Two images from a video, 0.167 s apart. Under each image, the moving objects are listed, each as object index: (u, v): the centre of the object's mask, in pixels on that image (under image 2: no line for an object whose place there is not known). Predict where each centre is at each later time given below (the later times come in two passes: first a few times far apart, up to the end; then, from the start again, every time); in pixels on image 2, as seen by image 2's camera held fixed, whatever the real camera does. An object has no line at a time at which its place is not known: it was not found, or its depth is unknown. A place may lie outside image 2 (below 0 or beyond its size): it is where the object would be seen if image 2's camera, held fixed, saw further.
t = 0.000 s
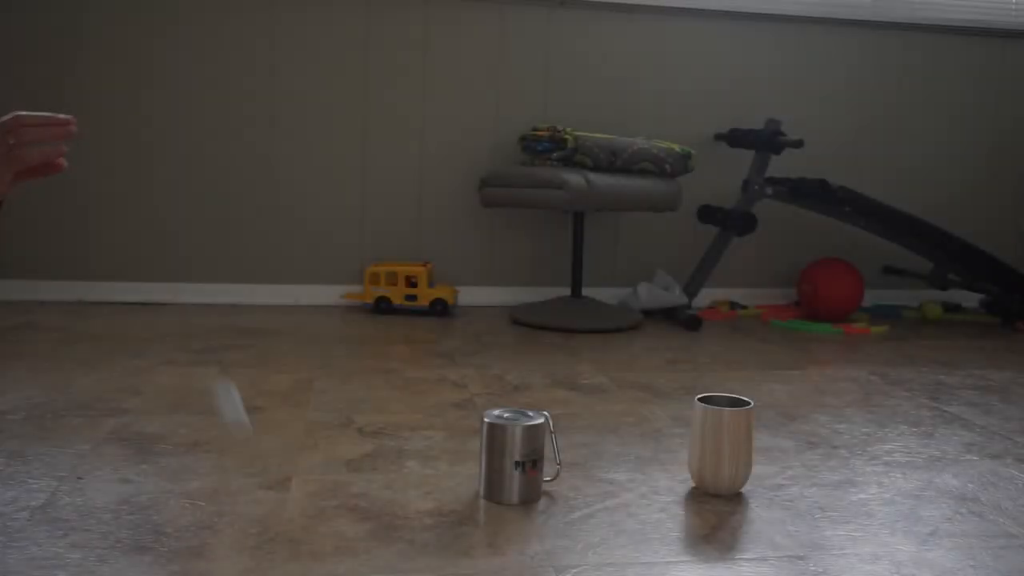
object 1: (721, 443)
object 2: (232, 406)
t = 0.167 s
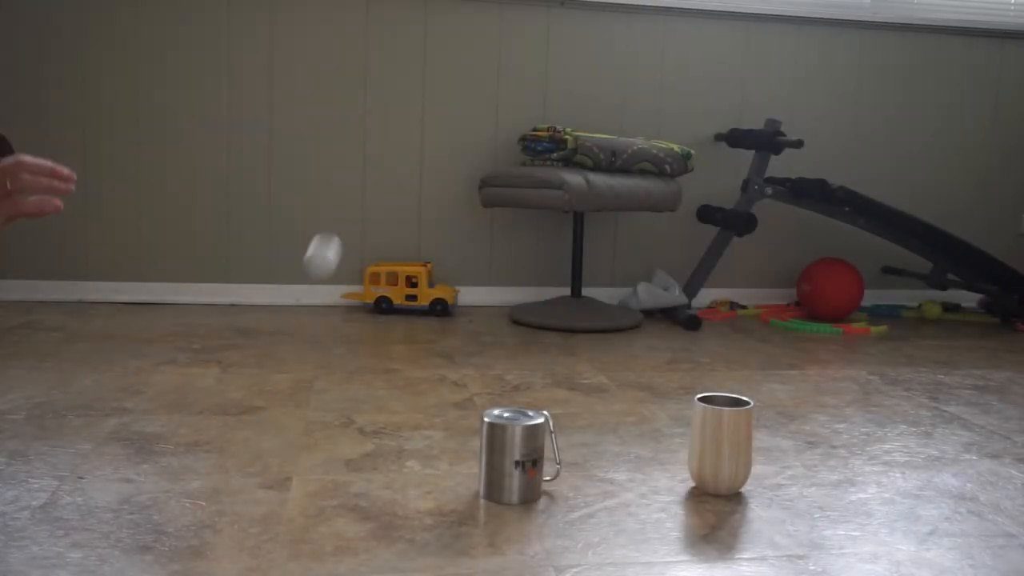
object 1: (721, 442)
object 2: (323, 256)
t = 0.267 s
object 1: (720, 443)
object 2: (376, 171)
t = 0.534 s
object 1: (720, 443)
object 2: (512, 318)
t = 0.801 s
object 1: (720, 443)
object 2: (637, 256)
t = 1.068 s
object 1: (719, 439)
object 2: (728, 384)
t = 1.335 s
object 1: (717, 435)
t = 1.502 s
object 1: (710, 434)
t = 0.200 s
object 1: (721, 442)
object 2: (340, 220)
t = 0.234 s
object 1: (721, 443)
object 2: (358, 192)
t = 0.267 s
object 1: (720, 443)
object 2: (376, 171)
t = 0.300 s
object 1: (720, 442)
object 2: (394, 159)
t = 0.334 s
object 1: (720, 442)
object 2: (411, 155)
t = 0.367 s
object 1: (720, 442)
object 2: (428, 161)
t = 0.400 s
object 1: (720, 442)
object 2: (445, 175)
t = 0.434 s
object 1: (720, 443)
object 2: (463, 198)
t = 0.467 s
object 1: (721, 442)
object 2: (480, 229)
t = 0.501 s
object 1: (720, 443)
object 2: (496, 267)
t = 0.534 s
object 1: (720, 443)
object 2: (512, 318)
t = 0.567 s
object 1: (720, 443)
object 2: (526, 372)
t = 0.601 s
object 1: (720, 443)
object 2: (544, 377)
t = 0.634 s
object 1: (720, 443)
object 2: (560, 338)
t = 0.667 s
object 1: (720, 443)
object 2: (576, 307)
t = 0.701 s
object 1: (720, 443)
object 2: (592, 283)
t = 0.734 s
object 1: (720, 443)
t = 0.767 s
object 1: (720, 443)
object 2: (622, 257)
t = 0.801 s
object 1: (720, 443)
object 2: (637, 256)
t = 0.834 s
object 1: (720, 443)
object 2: (651, 262)
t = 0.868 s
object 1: (720, 443)
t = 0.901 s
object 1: (720, 443)
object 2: (678, 301)
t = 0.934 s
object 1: (720, 442)
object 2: (689, 330)
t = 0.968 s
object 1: (721, 443)
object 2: (700, 366)
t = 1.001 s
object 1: (717, 440)
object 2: (720, 385)
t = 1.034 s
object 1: (718, 440)
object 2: (726, 384)
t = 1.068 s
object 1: (719, 439)
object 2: (728, 384)
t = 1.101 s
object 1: (719, 440)
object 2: (737, 388)
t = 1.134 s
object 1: (719, 440)
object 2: (741, 392)
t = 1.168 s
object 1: (722, 439)
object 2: (739, 393)
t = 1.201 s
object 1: (724, 439)
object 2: (735, 395)
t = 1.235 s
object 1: (726, 437)
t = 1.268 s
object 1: (726, 437)
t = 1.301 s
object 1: (721, 436)
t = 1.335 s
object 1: (717, 435)
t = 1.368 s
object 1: (716, 434)
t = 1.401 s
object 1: (714, 433)
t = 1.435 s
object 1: (711, 433)
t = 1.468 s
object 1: (710, 433)
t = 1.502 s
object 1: (710, 434)
